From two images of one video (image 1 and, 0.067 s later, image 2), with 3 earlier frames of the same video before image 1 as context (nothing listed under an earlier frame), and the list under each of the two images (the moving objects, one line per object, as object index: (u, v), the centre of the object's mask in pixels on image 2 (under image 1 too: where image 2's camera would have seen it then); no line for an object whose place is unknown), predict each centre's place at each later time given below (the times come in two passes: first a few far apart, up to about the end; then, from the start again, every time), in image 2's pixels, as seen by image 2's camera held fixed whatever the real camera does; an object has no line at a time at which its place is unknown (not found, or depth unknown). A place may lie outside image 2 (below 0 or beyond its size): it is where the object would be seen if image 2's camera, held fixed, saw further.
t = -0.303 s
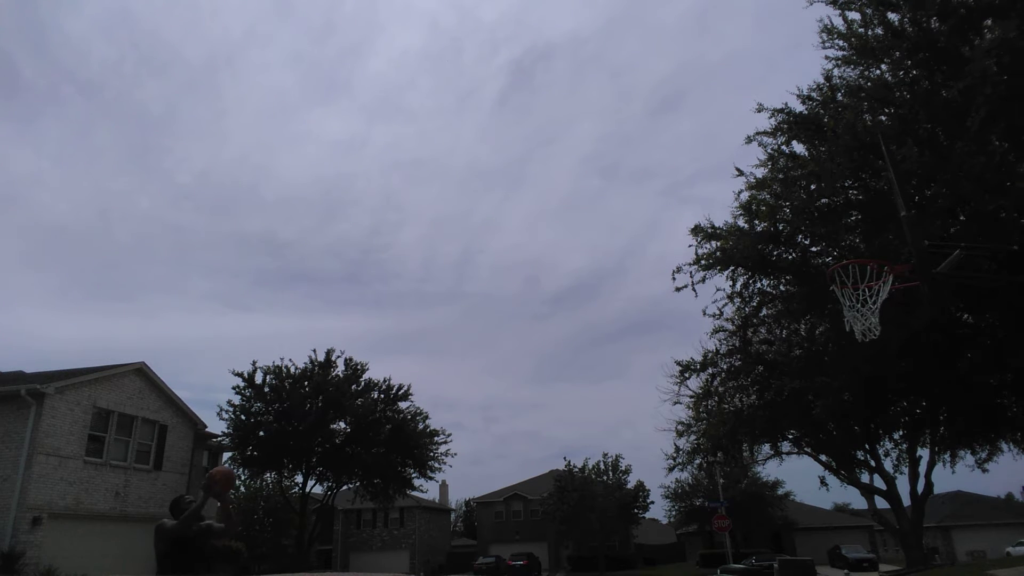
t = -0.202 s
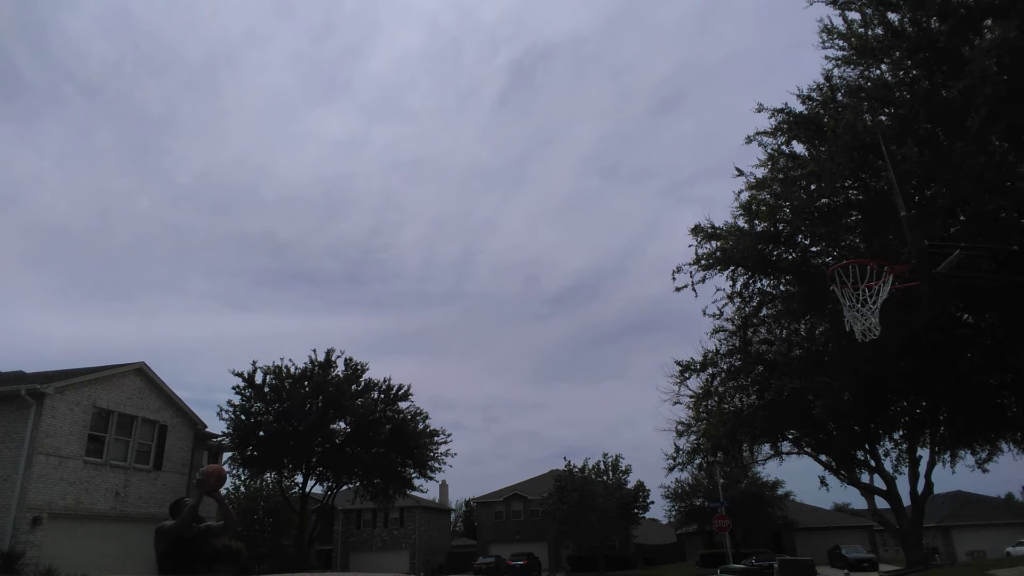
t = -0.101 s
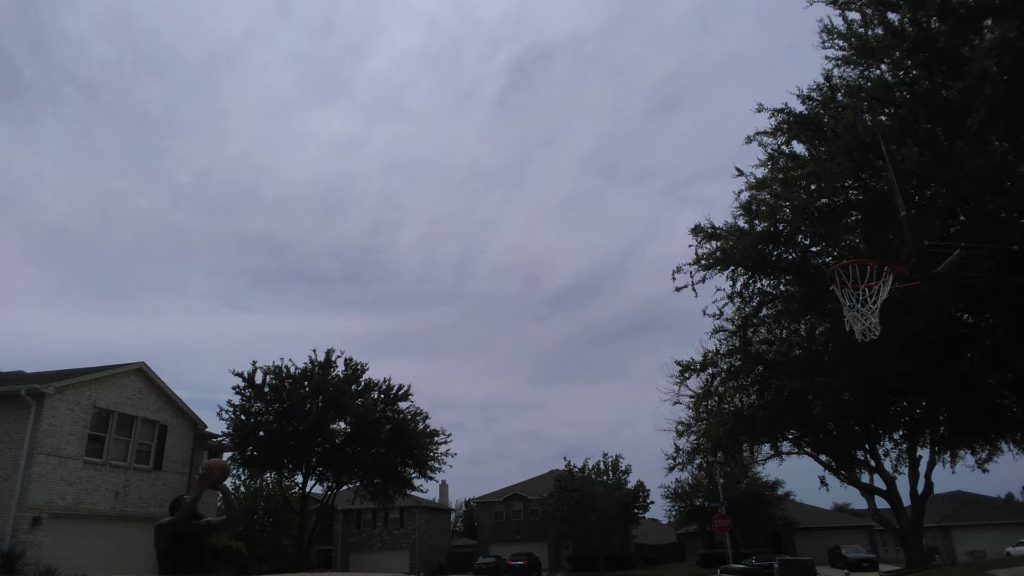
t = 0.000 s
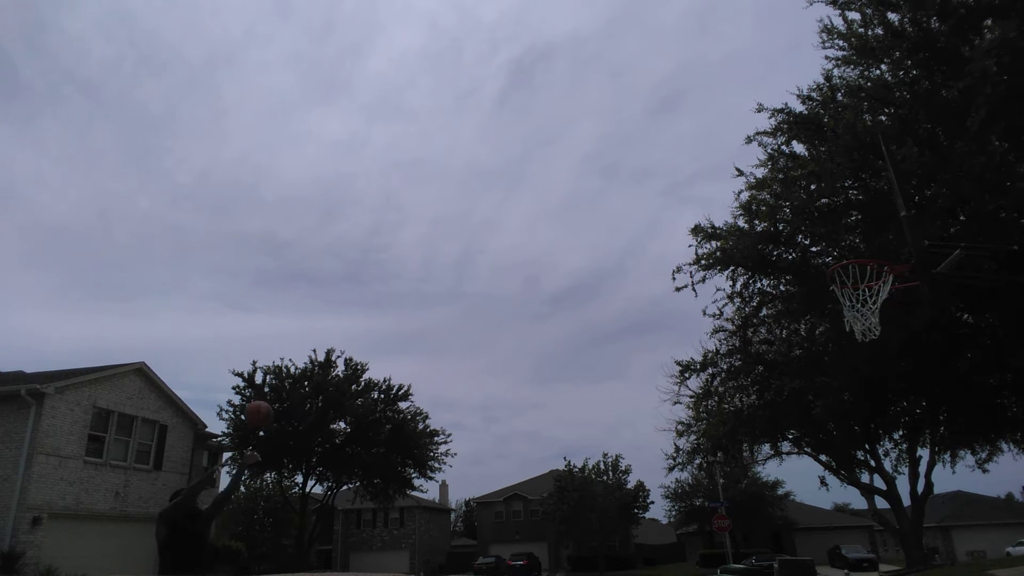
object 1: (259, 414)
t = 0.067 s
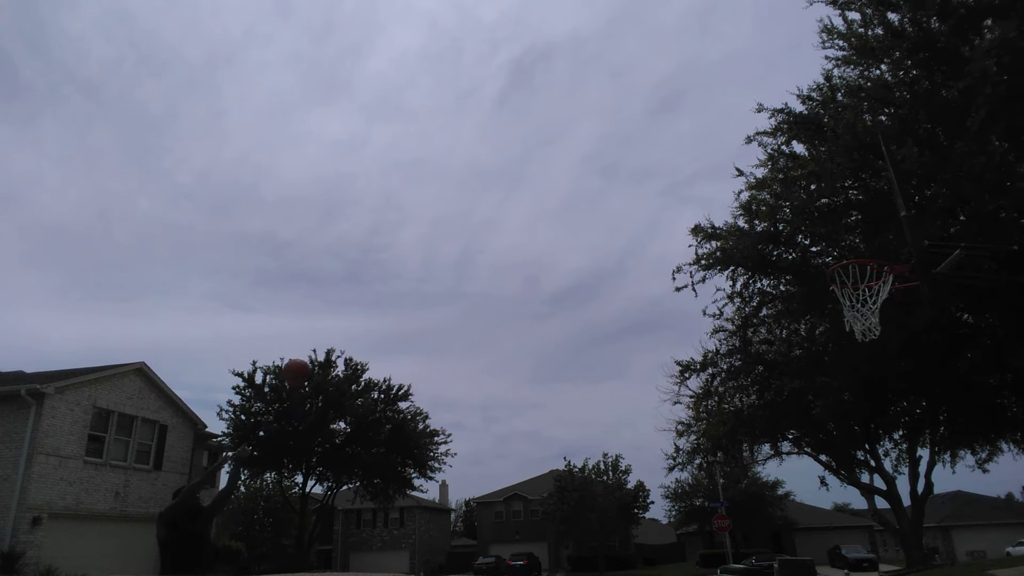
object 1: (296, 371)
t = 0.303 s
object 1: (431, 258)
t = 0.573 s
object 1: (599, 188)
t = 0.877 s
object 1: (844, 199)
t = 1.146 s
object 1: (860, 274)
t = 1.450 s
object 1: (833, 297)
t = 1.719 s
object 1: (866, 327)
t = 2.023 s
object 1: (911, 428)
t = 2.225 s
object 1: (957, 572)
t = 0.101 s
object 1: (316, 352)
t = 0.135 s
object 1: (334, 334)
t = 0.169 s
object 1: (353, 317)
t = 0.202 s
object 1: (373, 301)
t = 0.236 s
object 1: (392, 285)
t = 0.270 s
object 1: (411, 271)
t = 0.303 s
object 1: (431, 258)
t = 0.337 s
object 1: (450, 246)
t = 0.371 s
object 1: (471, 235)
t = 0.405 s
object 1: (491, 224)
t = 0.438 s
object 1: (511, 215)
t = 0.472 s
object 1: (533, 207)
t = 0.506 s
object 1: (554, 200)
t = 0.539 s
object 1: (576, 193)
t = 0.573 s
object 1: (599, 188)
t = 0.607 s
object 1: (623, 184)
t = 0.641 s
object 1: (646, 182)
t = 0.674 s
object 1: (672, 180)
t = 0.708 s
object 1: (697, 180)
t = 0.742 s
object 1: (724, 181)
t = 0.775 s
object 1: (752, 183)
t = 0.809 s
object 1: (780, 186)
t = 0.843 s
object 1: (812, 192)
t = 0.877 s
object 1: (844, 199)
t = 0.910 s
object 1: (880, 208)
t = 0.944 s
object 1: (871, 225)
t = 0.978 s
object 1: (853, 244)
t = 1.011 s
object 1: (846, 254)
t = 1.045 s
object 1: (849, 255)
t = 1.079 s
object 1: (849, 269)
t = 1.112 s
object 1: (857, 273)
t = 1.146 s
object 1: (860, 274)
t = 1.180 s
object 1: (854, 279)
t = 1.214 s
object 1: (850, 282)
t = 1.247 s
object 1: (849, 285)
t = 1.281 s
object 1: (847, 295)
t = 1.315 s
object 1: (842, 299)
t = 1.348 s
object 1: (838, 298)
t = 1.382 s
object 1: (833, 297)
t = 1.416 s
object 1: (833, 297)
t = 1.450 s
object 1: (833, 297)
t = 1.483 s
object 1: (834, 297)
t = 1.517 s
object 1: (835, 299)
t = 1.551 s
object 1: (840, 300)
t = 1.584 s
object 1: (846, 301)
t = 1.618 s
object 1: (848, 302)
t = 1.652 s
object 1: (860, 317)
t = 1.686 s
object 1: (864, 321)
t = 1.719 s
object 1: (866, 327)
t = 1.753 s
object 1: (871, 334)
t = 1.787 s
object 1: (875, 337)
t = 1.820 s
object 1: (877, 343)
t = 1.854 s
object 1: (883, 353)
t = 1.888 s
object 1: (887, 364)
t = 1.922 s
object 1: (892, 378)
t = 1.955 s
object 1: (898, 392)
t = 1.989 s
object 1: (904, 409)
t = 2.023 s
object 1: (911, 428)
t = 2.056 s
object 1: (918, 449)
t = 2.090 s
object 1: (926, 472)
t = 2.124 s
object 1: (930, 496)
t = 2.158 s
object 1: (941, 526)
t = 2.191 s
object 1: (951, 557)
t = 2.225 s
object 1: (957, 572)
